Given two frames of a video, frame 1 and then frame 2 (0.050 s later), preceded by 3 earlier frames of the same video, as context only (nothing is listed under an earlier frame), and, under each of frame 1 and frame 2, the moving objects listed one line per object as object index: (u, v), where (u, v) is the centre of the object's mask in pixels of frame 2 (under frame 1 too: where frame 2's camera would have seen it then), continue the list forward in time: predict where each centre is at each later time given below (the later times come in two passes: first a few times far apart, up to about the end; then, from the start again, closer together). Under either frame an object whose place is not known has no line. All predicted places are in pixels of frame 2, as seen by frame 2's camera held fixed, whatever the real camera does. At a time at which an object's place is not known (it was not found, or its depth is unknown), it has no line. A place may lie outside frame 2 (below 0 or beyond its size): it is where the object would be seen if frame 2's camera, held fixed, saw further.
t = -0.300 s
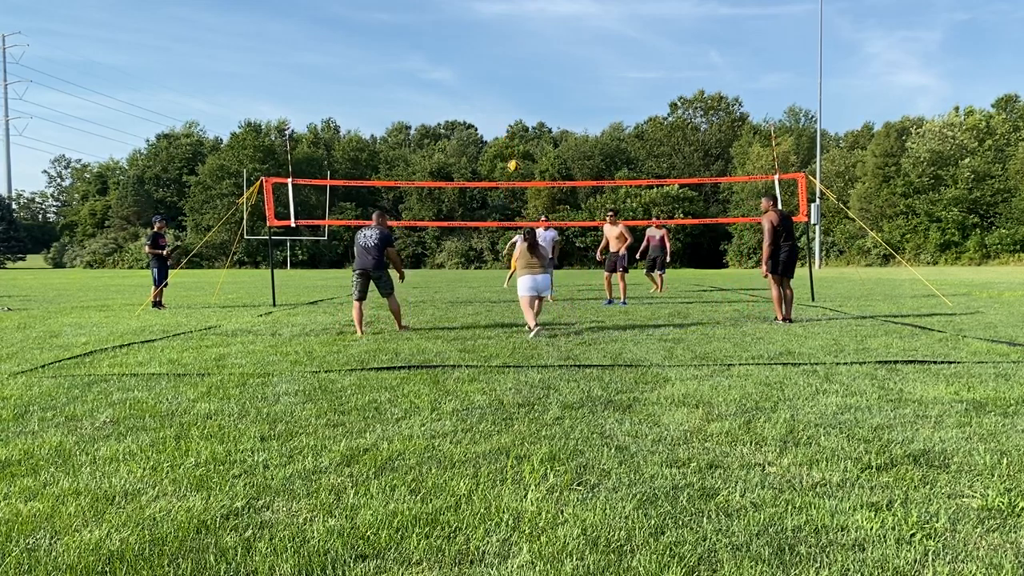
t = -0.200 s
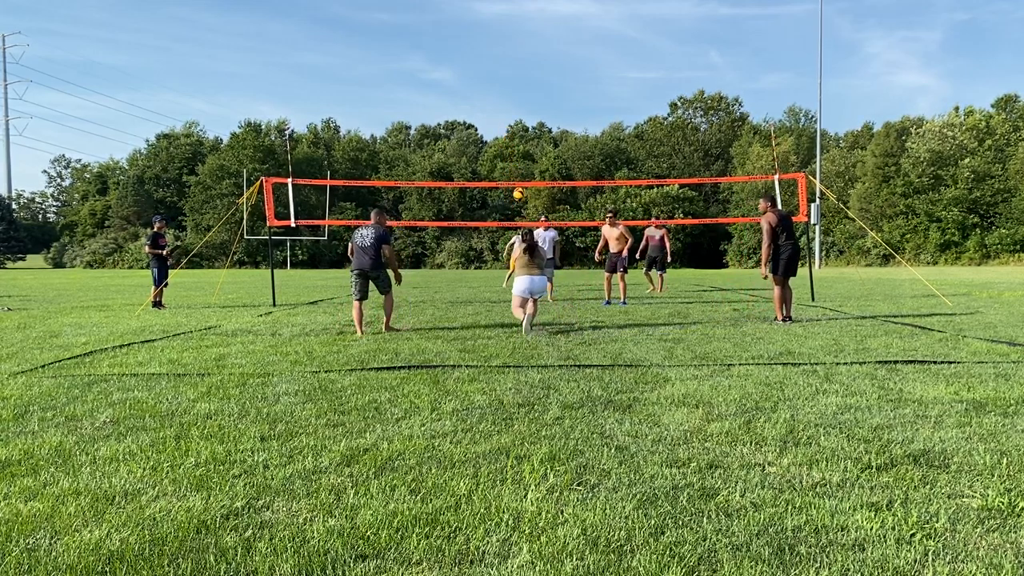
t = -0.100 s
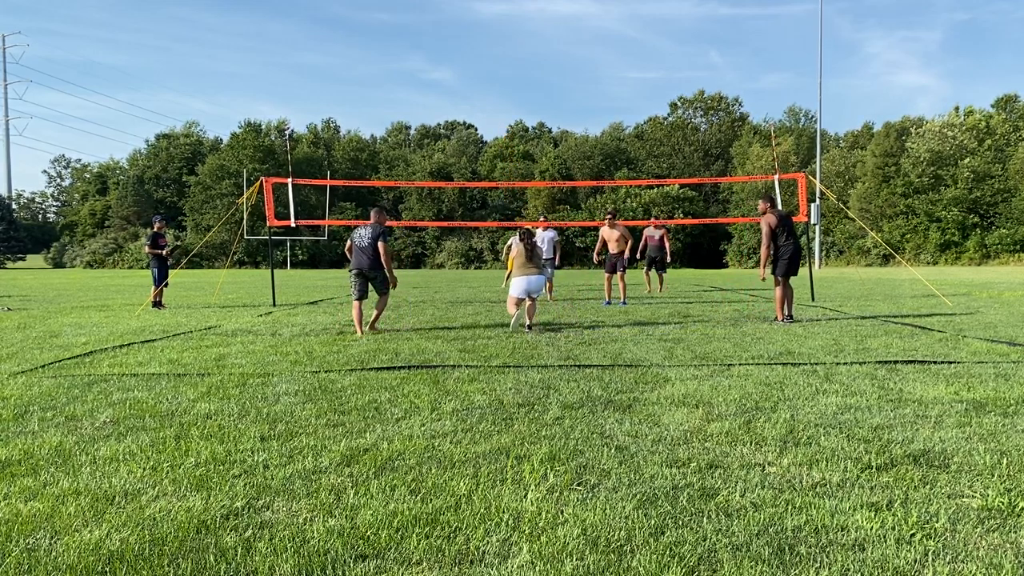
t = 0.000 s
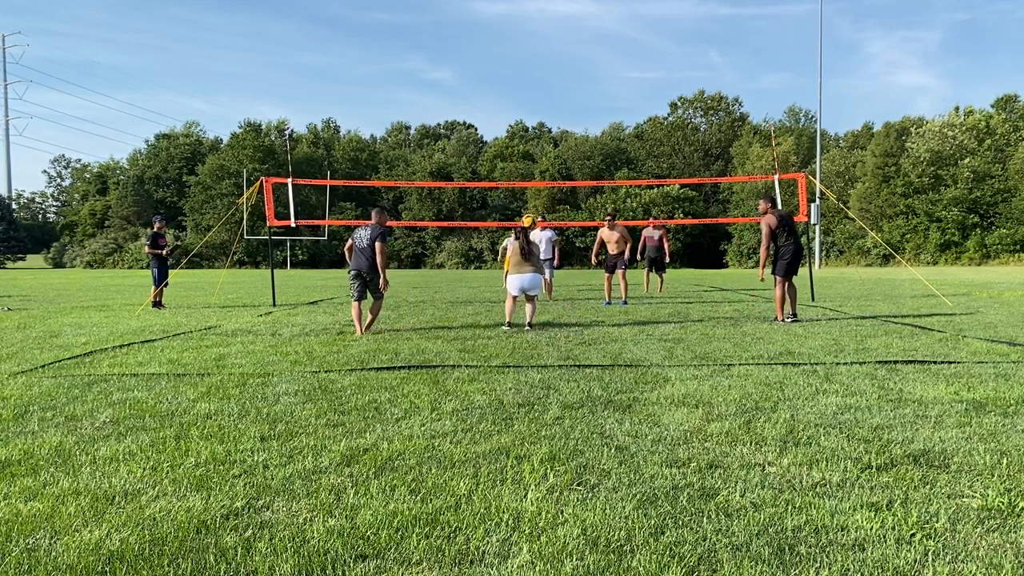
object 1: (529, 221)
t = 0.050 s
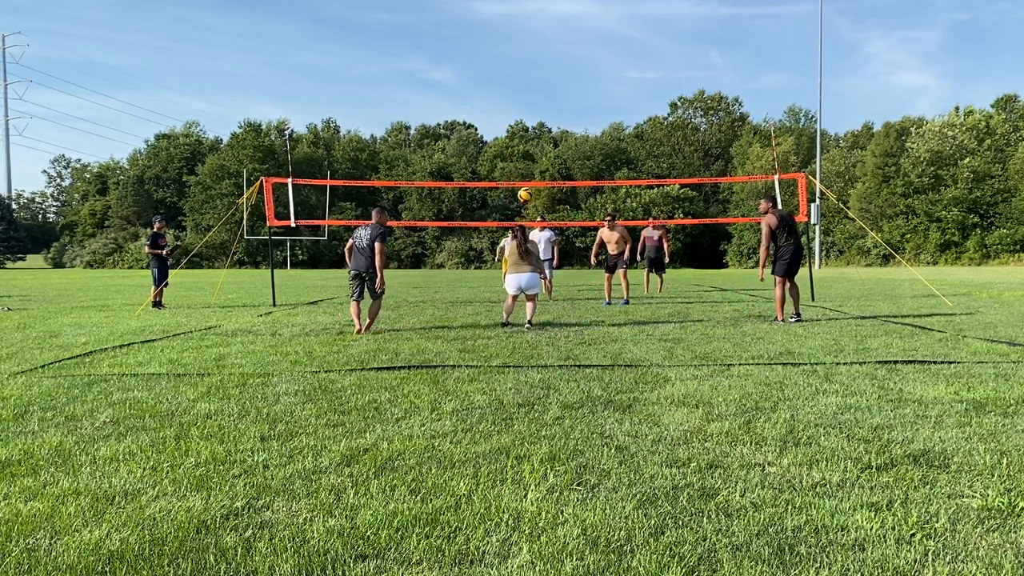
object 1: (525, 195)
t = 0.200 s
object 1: (517, 127)
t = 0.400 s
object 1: (508, 66)
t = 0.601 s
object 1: (501, 34)
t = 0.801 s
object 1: (495, 29)
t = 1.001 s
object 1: (490, 49)
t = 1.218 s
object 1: (487, 94)
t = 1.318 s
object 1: (486, 122)
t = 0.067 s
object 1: (524, 186)
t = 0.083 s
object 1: (523, 177)
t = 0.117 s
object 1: (521, 162)
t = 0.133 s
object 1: (520, 154)
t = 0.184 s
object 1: (517, 133)
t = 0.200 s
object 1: (517, 127)
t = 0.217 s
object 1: (516, 121)
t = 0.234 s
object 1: (515, 114)
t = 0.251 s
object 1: (515, 109)
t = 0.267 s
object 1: (514, 103)
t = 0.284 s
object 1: (513, 98)
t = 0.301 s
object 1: (512, 93)
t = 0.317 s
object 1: (512, 88)
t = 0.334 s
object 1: (511, 83)
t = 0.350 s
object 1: (510, 78)
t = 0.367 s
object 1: (509, 74)
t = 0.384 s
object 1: (509, 69)
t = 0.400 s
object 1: (508, 66)
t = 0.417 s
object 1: (507, 62)
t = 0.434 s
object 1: (507, 58)
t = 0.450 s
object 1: (506, 55)
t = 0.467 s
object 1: (505, 52)
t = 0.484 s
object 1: (505, 49)
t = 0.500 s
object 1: (504, 46)
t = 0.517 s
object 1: (504, 44)
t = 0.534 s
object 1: (503, 42)
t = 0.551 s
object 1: (502, 39)
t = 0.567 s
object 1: (502, 37)
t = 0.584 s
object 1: (501, 35)
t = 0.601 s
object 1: (501, 34)
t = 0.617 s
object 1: (500, 33)
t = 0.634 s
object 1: (500, 32)
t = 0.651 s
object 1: (499, 31)
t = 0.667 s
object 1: (499, 30)
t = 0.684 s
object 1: (498, 29)
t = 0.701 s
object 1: (498, 29)
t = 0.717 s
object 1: (497, 28)
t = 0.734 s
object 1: (497, 28)
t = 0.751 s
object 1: (496, 28)
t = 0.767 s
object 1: (496, 28)
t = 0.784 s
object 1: (495, 29)
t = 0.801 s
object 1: (495, 29)
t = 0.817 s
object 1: (495, 30)
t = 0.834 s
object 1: (494, 31)
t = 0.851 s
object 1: (494, 32)
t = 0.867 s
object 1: (493, 33)
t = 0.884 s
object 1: (493, 35)
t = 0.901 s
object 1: (493, 36)
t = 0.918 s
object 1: (492, 38)
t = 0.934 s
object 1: (492, 40)
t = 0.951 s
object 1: (491, 42)
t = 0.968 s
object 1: (491, 44)
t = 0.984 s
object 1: (490, 46)
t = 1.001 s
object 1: (490, 49)
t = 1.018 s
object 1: (490, 52)
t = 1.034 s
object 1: (490, 54)
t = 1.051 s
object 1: (489, 57)
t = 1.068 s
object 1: (489, 60)
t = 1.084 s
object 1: (489, 64)
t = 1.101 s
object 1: (488, 67)
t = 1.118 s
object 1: (488, 70)
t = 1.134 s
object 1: (488, 74)
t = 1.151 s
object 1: (487, 78)
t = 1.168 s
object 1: (487, 82)
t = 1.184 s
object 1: (487, 86)
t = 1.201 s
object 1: (487, 90)
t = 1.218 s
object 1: (487, 94)
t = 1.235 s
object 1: (486, 99)
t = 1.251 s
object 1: (486, 103)
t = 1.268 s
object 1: (486, 108)
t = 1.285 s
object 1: (486, 113)
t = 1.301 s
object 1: (486, 117)
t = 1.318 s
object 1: (486, 122)
